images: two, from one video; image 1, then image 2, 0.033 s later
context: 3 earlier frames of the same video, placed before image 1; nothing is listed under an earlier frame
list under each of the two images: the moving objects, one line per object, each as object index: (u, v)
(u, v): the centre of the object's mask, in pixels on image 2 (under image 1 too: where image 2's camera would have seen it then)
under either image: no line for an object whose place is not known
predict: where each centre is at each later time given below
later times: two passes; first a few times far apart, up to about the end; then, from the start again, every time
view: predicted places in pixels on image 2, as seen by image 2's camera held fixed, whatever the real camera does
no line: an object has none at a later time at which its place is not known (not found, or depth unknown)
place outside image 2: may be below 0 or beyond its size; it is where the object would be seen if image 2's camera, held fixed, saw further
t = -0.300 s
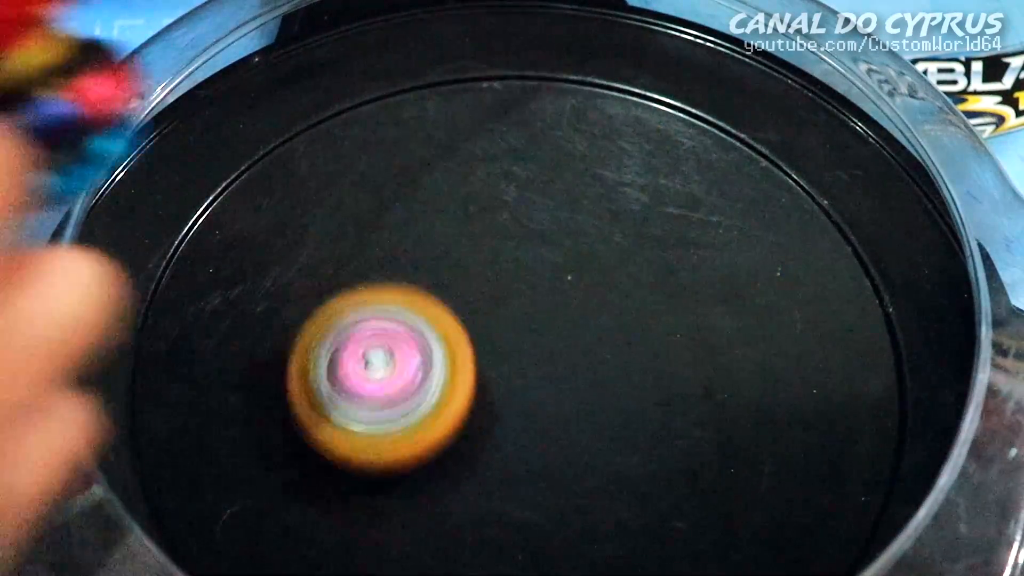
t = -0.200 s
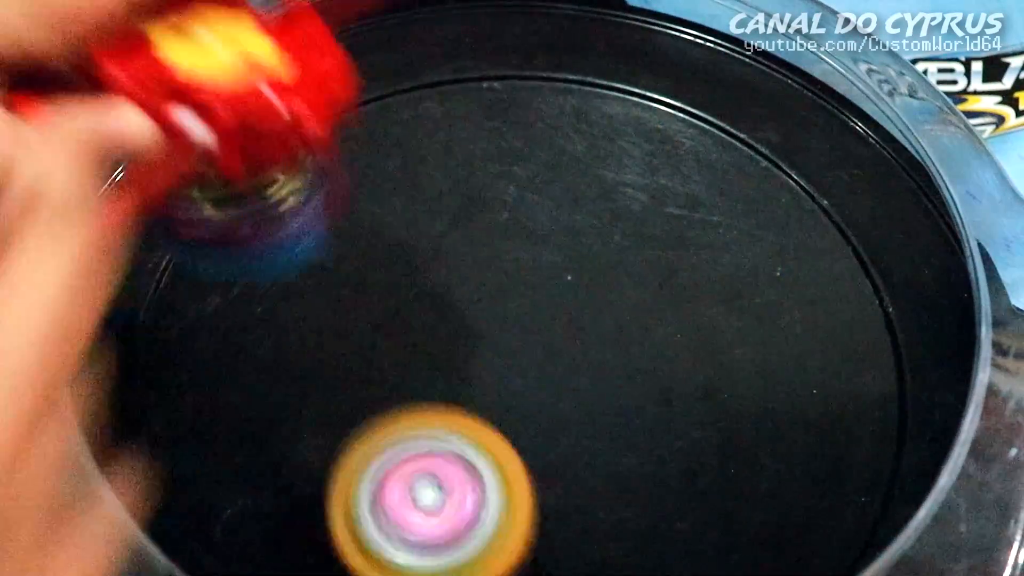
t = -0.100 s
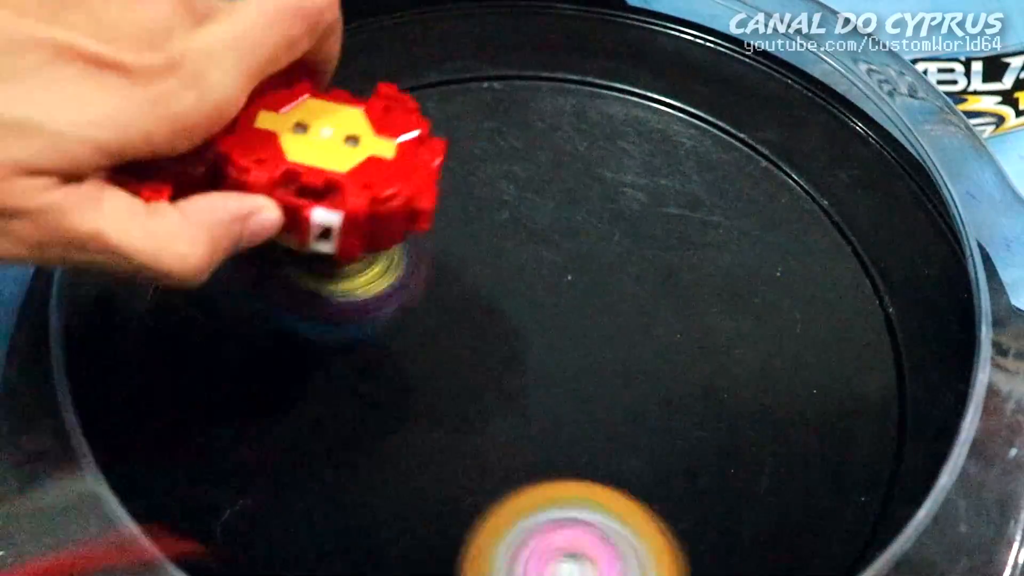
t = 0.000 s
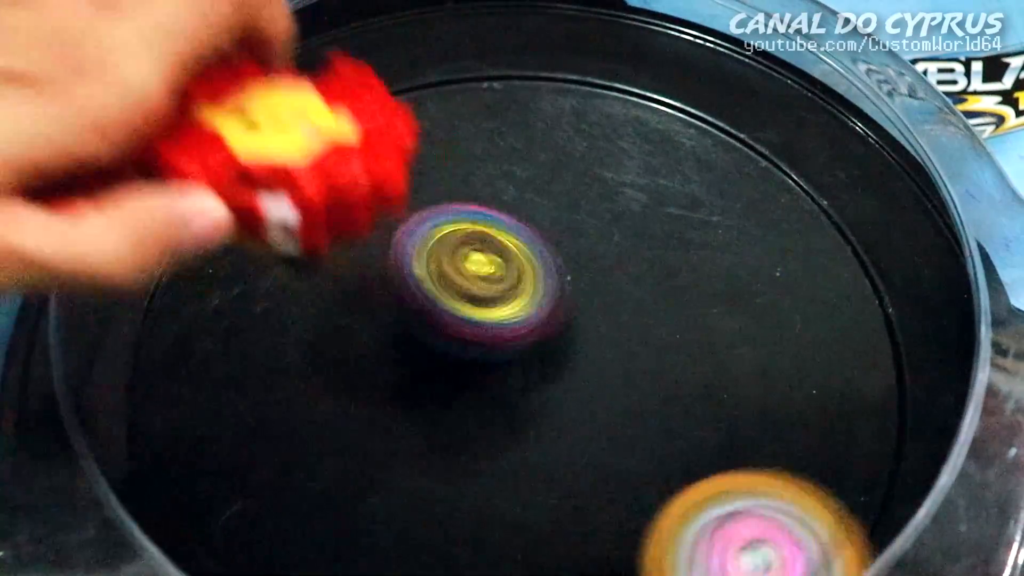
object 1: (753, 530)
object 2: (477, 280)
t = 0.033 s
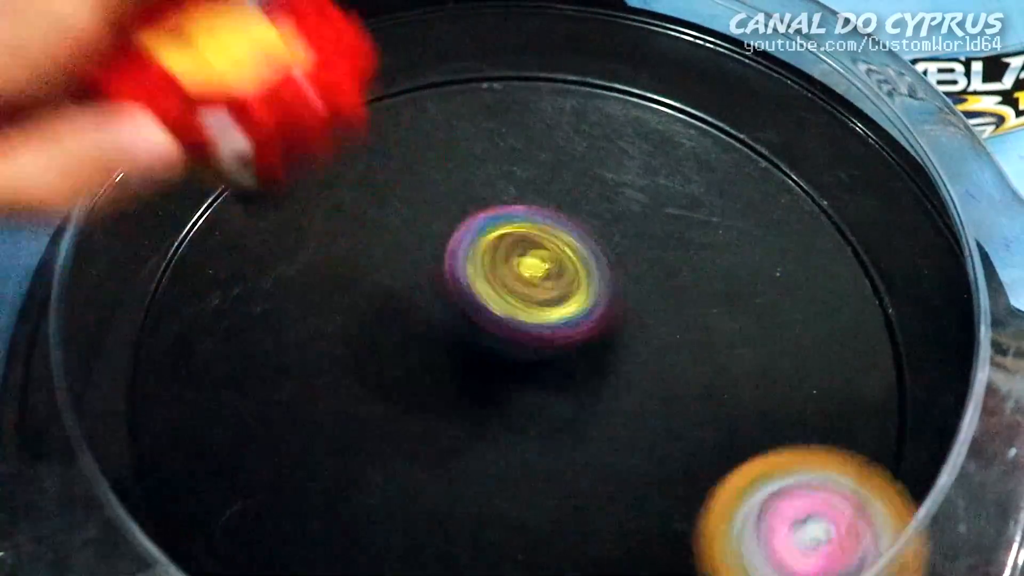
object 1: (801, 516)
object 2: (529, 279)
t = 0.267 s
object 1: (946, 318)
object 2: (672, 221)
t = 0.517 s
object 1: (822, 315)
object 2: (417, 157)
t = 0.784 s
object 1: (481, 400)
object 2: (286, 412)
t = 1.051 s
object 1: (614, 531)
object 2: (310, 479)
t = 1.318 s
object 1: (592, 529)
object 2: (641, 211)
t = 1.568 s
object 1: (480, 460)
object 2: (636, 117)
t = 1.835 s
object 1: (165, 492)
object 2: (529, 286)
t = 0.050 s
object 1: (819, 506)
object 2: (554, 272)
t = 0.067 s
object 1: (835, 493)
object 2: (578, 270)
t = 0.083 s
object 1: (845, 479)
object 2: (605, 273)
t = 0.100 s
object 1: (855, 459)
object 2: (624, 281)
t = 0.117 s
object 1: (863, 437)
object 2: (651, 289)
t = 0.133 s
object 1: (870, 415)
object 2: (671, 283)
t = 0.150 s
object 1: (875, 393)
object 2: (691, 282)
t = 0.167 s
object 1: (878, 371)
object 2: (709, 282)
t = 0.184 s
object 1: (888, 358)
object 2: (714, 282)
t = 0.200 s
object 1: (900, 347)
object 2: (710, 269)
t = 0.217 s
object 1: (909, 338)
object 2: (700, 257)
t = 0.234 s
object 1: (932, 334)
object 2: (694, 246)
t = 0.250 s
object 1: (941, 326)
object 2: (683, 232)
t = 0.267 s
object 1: (946, 318)
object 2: (672, 221)
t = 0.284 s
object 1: (950, 310)
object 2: (660, 210)
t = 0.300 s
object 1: (954, 304)
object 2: (645, 199)
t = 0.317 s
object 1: (956, 298)
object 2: (631, 189)
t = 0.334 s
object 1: (955, 295)
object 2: (616, 180)
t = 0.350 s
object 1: (950, 296)
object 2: (602, 170)
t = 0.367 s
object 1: (945, 297)
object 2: (582, 164)
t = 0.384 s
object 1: (941, 299)
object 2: (566, 158)
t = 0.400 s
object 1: (932, 301)
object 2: (548, 152)
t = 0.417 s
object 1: (908, 303)
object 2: (529, 150)
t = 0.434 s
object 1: (900, 305)
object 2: (510, 148)
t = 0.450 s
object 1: (892, 306)
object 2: (493, 145)
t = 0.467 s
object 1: (882, 309)
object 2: (473, 147)
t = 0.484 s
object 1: (865, 313)
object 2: (454, 152)
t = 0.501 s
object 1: (844, 314)
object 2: (436, 153)
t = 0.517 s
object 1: (822, 315)
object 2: (417, 157)
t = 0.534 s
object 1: (798, 317)
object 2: (400, 162)
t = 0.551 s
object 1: (775, 318)
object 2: (381, 171)
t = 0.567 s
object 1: (748, 319)
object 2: (365, 177)
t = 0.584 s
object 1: (723, 321)
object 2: (349, 189)
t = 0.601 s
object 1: (699, 324)
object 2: (334, 203)
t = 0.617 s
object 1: (674, 327)
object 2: (322, 214)
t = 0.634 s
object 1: (651, 331)
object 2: (309, 232)
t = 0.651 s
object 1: (628, 336)
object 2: (297, 248)
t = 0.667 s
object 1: (606, 342)
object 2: (286, 265)
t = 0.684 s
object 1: (585, 348)
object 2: (280, 289)
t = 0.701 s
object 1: (565, 355)
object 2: (275, 307)
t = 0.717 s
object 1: (545, 362)
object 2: (274, 331)
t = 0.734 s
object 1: (527, 371)
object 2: (272, 351)
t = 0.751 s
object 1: (509, 380)
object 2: (274, 370)
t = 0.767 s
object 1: (493, 389)
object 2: (282, 395)
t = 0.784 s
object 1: (481, 400)
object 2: (286, 412)
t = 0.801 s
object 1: (492, 416)
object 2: (270, 413)
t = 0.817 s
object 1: (507, 431)
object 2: (256, 418)
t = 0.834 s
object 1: (522, 449)
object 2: (238, 429)
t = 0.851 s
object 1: (536, 466)
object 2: (225, 442)
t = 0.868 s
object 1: (548, 481)
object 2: (213, 458)
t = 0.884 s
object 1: (558, 493)
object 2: (208, 463)
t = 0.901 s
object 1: (567, 501)
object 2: (206, 465)
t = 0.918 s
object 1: (575, 507)
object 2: (206, 472)
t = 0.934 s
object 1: (583, 513)
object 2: (209, 478)
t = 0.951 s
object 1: (590, 517)
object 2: (214, 481)
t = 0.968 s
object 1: (596, 521)
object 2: (222, 484)
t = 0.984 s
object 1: (601, 524)
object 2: (233, 486)
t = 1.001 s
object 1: (605, 527)
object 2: (247, 488)
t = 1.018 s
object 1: (609, 529)
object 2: (265, 486)
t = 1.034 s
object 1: (612, 530)
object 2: (285, 485)
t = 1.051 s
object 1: (614, 531)
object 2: (310, 479)
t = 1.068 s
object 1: (615, 531)
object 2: (333, 477)
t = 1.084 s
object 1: (616, 531)
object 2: (360, 468)
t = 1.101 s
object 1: (616, 531)
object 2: (385, 460)
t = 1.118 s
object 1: (615, 530)
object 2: (412, 450)
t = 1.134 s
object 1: (613, 529)
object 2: (440, 439)
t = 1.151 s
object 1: (610, 527)
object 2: (464, 429)
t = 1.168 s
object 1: (609, 528)
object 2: (492, 409)
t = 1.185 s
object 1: (610, 529)
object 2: (512, 388)
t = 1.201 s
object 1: (610, 531)
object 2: (531, 369)
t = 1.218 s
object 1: (609, 532)
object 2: (553, 347)
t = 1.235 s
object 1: (608, 532)
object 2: (571, 325)
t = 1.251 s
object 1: (606, 532)
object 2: (586, 303)
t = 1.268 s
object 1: (603, 532)
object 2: (603, 279)
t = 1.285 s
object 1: (600, 531)
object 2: (618, 256)
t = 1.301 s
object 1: (595, 530)
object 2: (629, 231)
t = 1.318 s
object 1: (592, 529)
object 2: (641, 211)
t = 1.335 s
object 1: (589, 527)
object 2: (654, 195)
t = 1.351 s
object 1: (585, 525)
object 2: (662, 182)
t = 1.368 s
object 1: (580, 522)
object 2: (671, 158)
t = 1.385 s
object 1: (573, 520)
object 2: (678, 140)
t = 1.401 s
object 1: (566, 517)
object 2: (682, 128)
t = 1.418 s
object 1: (559, 514)
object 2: (684, 118)
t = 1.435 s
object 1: (551, 511)
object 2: (683, 107)
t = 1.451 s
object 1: (543, 508)
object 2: (681, 102)
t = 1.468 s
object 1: (535, 504)
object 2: (680, 101)
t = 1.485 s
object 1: (526, 499)
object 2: (675, 98)
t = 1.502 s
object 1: (516, 494)
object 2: (669, 96)
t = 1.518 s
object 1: (508, 486)
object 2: (663, 98)
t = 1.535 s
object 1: (498, 478)
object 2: (655, 103)
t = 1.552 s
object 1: (489, 469)
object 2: (645, 107)
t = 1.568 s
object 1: (480, 460)
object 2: (636, 117)
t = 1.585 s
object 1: (470, 452)
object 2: (623, 126)
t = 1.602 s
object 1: (460, 444)
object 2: (610, 133)
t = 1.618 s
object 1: (451, 436)
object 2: (596, 147)
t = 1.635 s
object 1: (441, 428)
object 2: (579, 164)
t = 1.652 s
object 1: (431, 420)
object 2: (561, 178)
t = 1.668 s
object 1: (422, 413)
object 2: (544, 195)
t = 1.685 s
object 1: (414, 407)
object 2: (526, 217)
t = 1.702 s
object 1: (406, 401)
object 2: (511, 233)
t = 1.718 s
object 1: (397, 395)
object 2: (493, 250)
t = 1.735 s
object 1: (375, 400)
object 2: (480, 269)
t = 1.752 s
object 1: (336, 416)
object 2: (486, 277)
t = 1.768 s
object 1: (294, 435)
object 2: (495, 278)
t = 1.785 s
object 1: (256, 452)
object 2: (504, 280)
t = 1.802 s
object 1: (222, 467)
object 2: (512, 282)
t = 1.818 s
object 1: (192, 480)
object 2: (521, 284)
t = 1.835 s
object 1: (165, 492)
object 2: (529, 286)
